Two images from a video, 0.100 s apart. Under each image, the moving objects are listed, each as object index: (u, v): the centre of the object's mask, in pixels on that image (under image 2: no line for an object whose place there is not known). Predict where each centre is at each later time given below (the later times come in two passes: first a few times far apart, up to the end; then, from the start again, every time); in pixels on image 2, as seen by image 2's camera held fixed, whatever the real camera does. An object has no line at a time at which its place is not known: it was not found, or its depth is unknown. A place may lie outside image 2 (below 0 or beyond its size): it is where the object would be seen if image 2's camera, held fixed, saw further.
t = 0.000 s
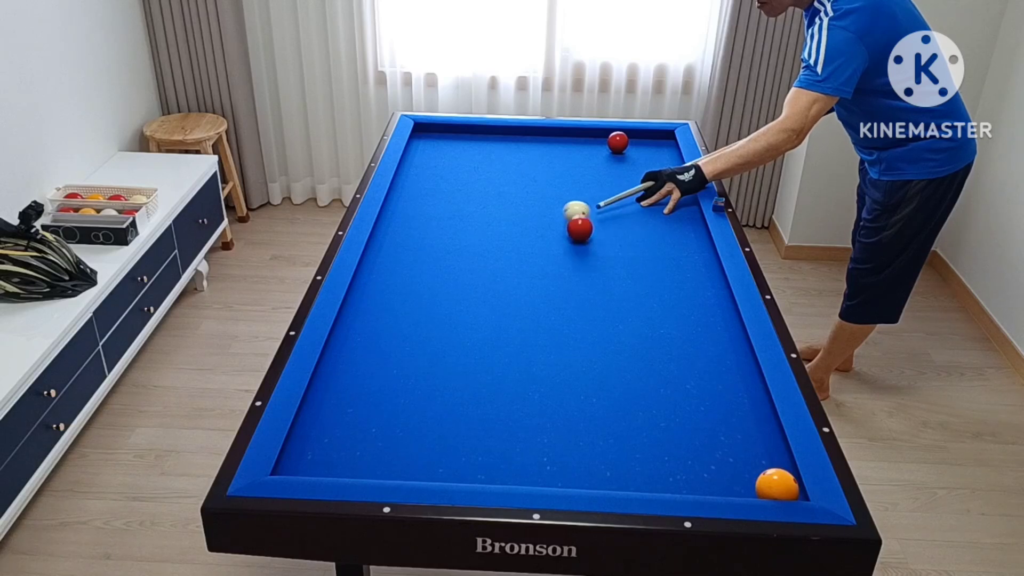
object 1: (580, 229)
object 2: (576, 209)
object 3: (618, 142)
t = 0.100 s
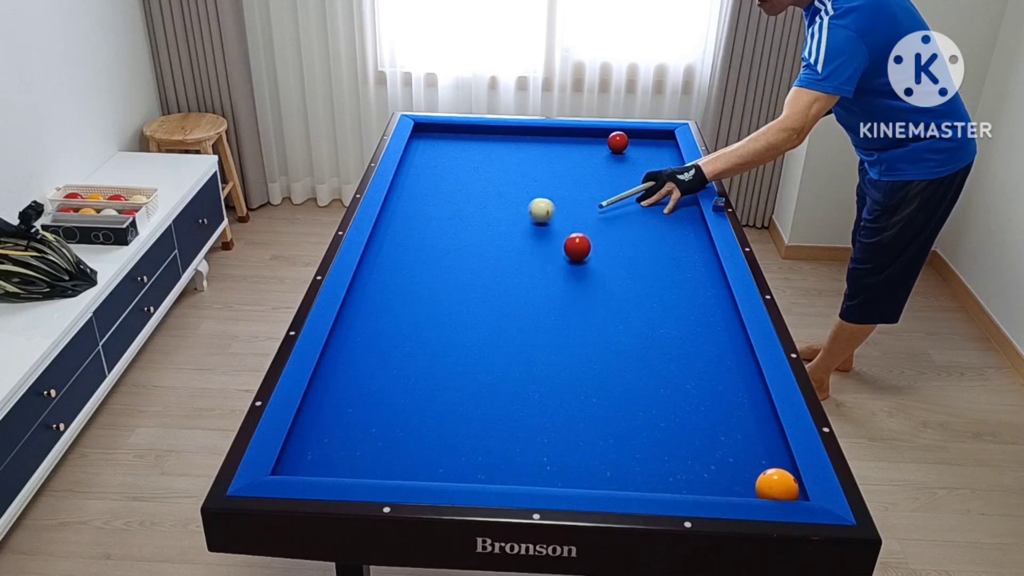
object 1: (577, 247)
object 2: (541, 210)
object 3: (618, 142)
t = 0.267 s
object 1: (574, 276)
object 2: (489, 205)
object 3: (618, 142)
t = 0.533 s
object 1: (568, 330)
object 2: (409, 198)
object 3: (618, 142)
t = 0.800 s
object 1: (562, 398)
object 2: (435, 187)
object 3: (618, 142)
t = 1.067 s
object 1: (557, 472)
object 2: (473, 176)
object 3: (618, 142)
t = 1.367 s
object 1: (556, 420)
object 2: (511, 165)
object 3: (618, 142)
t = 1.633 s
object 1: (557, 381)
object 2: (542, 155)
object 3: (618, 142)
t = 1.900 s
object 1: (559, 349)
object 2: (570, 147)
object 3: (618, 142)
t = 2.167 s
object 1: (561, 320)
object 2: (596, 139)
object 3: (618, 142)
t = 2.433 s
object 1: (564, 295)
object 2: (610, 134)
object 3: (623, 143)
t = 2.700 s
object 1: (567, 274)
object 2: (617, 136)
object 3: (634, 145)
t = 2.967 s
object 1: (571, 254)
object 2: (620, 137)
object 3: (644, 148)
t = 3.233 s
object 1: (576, 237)
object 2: (622, 138)
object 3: (654, 150)
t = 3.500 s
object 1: (581, 222)
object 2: (623, 138)
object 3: (663, 152)
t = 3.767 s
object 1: (587, 208)
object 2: (622, 137)
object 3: (670, 154)
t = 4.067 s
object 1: (593, 194)
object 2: (622, 137)
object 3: (667, 155)
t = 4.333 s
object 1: (599, 184)
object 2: (622, 137)
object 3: (665, 156)
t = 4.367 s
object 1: (600, 182)
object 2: (622, 137)
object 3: (665, 156)
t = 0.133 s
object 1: (576, 253)
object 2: (531, 209)
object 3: (618, 142)
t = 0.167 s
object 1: (576, 258)
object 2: (520, 208)
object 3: (618, 142)
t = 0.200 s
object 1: (575, 264)
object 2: (510, 207)
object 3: (618, 142)
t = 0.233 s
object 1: (574, 270)
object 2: (499, 206)
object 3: (618, 142)
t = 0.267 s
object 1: (574, 276)
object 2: (489, 205)
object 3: (618, 142)
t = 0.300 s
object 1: (573, 282)
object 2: (479, 204)
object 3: (618, 142)
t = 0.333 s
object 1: (572, 289)
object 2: (469, 204)
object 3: (618, 142)
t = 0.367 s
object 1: (572, 295)
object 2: (459, 203)
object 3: (618, 142)
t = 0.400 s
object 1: (571, 302)
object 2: (449, 202)
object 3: (618, 142)
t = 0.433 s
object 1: (570, 309)
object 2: (439, 201)
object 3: (618, 142)
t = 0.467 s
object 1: (570, 316)
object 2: (429, 200)
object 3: (618, 142)
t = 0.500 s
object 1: (569, 323)
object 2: (419, 199)
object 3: (618, 142)
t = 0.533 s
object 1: (568, 330)
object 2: (409, 198)
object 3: (618, 142)
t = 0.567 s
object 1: (567, 338)
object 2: (399, 197)
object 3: (618, 142)
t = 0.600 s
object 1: (567, 346)
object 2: (402, 196)
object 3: (618, 142)
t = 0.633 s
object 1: (566, 354)
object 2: (409, 195)
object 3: (618, 142)
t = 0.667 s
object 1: (565, 362)
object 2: (414, 193)
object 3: (618, 142)
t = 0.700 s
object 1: (565, 371)
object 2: (420, 192)
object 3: (618, 142)
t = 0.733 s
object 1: (564, 379)
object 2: (425, 190)
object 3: (618, 142)
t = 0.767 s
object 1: (563, 388)
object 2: (430, 189)
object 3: (618, 142)
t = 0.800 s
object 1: (562, 398)
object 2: (435, 187)
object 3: (618, 142)
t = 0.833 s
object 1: (562, 407)
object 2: (440, 186)
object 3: (618, 142)
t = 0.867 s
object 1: (561, 417)
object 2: (445, 185)
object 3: (618, 142)
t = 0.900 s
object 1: (560, 427)
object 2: (450, 183)
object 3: (618, 142)
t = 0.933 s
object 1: (559, 438)
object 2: (455, 182)
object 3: (618, 142)
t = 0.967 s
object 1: (558, 449)
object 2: (459, 180)
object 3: (618, 142)
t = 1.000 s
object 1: (558, 460)
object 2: (464, 179)
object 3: (618, 142)
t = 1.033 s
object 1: (557, 470)
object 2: (468, 178)
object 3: (618, 142)
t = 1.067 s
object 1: (557, 472)
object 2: (473, 176)
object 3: (618, 142)
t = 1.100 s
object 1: (556, 467)
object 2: (478, 175)
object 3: (618, 142)
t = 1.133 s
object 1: (556, 461)
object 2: (482, 174)
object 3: (618, 142)
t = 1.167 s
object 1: (556, 455)
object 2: (486, 172)
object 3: (618, 142)
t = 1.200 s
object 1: (556, 448)
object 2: (491, 171)
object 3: (618, 142)
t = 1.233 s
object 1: (556, 442)
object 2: (495, 170)
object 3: (618, 142)
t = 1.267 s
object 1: (556, 437)
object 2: (499, 169)
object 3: (618, 142)
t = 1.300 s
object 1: (556, 431)
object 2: (503, 167)
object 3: (618, 142)
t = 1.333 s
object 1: (556, 426)
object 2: (507, 166)
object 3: (618, 142)
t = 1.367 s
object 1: (556, 420)
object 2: (511, 165)
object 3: (618, 142)
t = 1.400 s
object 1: (556, 415)
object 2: (515, 164)
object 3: (618, 142)
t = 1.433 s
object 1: (556, 410)
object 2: (519, 162)
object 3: (618, 142)
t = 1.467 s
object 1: (556, 405)
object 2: (523, 161)
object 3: (618, 142)
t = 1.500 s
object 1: (556, 400)
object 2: (527, 160)
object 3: (618, 142)
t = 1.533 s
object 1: (556, 395)
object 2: (531, 159)
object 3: (618, 142)
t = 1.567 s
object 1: (557, 390)
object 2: (535, 158)
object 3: (618, 142)
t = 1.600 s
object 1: (557, 386)
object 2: (538, 157)
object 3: (618, 142)
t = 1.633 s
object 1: (557, 381)
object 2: (542, 155)
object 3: (618, 142)
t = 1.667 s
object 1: (557, 377)
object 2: (546, 154)
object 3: (618, 142)
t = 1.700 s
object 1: (557, 373)
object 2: (549, 153)
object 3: (618, 142)
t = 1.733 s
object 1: (557, 369)
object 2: (553, 152)
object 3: (618, 142)
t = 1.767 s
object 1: (558, 364)
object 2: (556, 151)
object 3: (618, 142)
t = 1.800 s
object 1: (558, 360)
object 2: (560, 150)
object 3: (618, 142)
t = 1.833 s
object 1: (558, 356)
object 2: (563, 149)
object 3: (618, 142)
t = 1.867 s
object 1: (558, 352)
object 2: (567, 148)
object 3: (618, 142)
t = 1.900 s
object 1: (559, 349)
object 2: (570, 147)
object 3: (618, 142)
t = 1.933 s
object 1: (559, 345)
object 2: (573, 146)
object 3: (618, 142)
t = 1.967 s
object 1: (559, 341)
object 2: (577, 145)
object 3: (618, 142)
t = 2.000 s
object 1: (559, 338)
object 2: (580, 143)
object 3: (618, 142)
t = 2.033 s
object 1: (560, 334)
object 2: (583, 142)
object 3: (618, 142)
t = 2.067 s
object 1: (560, 330)
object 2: (586, 141)
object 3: (618, 142)
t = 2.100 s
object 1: (560, 327)
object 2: (589, 141)
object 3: (618, 142)
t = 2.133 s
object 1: (561, 324)
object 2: (593, 140)
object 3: (618, 142)
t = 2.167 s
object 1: (561, 320)
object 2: (596, 139)
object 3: (618, 142)
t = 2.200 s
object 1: (561, 317)
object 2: (598, 137)
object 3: (618, 142)
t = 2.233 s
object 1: (562, 314)
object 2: (600, 136)
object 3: (619, 142)
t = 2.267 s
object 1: (562, 311)
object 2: (602, 135)
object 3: (619, 142)
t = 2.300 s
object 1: (562, 308)
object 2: (604, 134)
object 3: (620, 142)
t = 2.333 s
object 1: (563, 304)
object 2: (606, 133)
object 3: (621, 142)
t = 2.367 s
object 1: (563, 301)
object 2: (608, 133)
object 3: (622, 143)
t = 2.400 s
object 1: (563, 298)
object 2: (609, 133)
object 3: (622, 143)
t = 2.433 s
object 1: (564, 295)
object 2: (610, 134)
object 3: (623, 143)
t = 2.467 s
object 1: (564, 292)
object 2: (612, 134)
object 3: (624, 143)
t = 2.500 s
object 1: (565, 290)
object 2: (612, 135)
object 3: (626, 143)
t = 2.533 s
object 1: (565, 287)
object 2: (613, 135)
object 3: (627, 144)
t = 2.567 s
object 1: (565, 284)
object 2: (614, 135)
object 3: (628, 144)
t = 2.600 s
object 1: (566, 282)
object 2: (615, 136)
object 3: (630, 144)
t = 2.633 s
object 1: (566, 279)
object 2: (615, 136)
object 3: (631, 145)
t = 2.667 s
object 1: (567, 276)
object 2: (616, 136)
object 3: (632, 145)
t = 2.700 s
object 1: (567, 274)
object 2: (617, 136)
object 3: (634, 145)
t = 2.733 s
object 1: (567, 271)
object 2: (617, 136)
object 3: (635, 145)
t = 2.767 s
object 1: (568, 269)
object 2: (618, 136)
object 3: (636, 146)
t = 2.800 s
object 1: (568, 266)
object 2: (618, 137)
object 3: (638, 146)
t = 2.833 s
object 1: (569, 264)
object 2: (619, 137)
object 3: (639, 147)
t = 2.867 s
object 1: (569, 261)
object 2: (619, 137)
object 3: (640, 147)
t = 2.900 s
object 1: (570, 259)
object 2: (620, 137)
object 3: (642, 147)
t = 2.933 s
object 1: (570, 257)
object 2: (620, 137)
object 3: (643, 148)
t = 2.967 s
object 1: (571, 254)
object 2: (620, 137)
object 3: (644, 148)
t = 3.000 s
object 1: (572, 252)
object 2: (621, 137)
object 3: (645, 148)
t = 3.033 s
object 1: (572, 250)
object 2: (621, 137)
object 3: (647, 148)
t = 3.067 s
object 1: (573, 248)
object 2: (621, 137)
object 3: (648, 149)
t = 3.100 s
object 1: (574, 245)
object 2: (621, 137)
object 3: (649, 149)
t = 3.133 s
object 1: (574, 243)
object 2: (622, 137)
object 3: (650, 149)
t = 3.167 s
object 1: (575, 241)
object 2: (622, 138)
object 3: (652, 150)
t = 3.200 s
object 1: (575, 239)
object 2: (622, 138)
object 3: (653, 150)
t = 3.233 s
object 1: (576, 237)
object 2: (622, 138)
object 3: (654, 150)
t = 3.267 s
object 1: (577, 235)
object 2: (622, 138)
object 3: (655, 150)
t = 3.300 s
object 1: (577, 233)
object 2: (623, 138)
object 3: (656, 151)
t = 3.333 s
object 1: (578, 231)
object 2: (623, 138)
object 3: (658, 151)
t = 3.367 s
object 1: (578, 229)
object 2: (623, 138)
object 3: (659, 151)
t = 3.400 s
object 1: (579, 227)
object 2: (623, 138)
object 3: (660, 152)
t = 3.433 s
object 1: (580, 225)
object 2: (623, 137)
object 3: (661, 152)
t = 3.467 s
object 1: (580, 223)
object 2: (623, 138)
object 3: (662, 152)
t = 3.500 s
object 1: (581, 222)
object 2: (623, 138)
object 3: (663, 152)
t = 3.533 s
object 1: (582, 220)
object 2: (623, 137)
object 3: (665, 153)
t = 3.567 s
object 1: (582, 218)
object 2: (623, 137)
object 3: (666, 153)
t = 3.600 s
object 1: (583, 216)
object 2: (622, 137)
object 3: (667, 153)
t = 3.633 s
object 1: (584, 215)
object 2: (622, 137)
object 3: (668, 154)
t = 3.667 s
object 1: (584, 213)
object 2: (622, 137)
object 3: (669, 154)
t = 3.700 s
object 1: (585, 211)
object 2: (622, 137)
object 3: (670, 154)
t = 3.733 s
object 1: (586, 210)
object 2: (622, 137)
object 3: (670, 154)
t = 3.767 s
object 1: (587, 208)
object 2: (622, 137)
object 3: (670, 154)
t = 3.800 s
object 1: (587, 206)
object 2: (622, 137)
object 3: (670, 154)
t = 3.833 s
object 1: (588, 205)
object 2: (622, 137)
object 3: (669, 155)
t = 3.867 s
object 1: (589, 203)
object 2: (622, 137)
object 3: (669, 155)
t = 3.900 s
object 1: (589, 202)
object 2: (622, 137)
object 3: (668, 155)
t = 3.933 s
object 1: (590, 200)
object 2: (622, 137)
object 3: (668, 155)
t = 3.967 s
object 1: (591, 199)
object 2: (622, 137)
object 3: (668, 155)
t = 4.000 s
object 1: (592, 197)
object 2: (622, 137)
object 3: (667, 155)
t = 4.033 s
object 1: (592, 196)
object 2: (622, 137)
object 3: (667, 155)
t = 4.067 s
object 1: (593, 194)
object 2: (622, 137)
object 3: (667, 155)
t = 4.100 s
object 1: (594, 193)
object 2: (622, 137)
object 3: (666, 155)
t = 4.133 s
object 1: (595, 192)
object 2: (622, 137)
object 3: (666, 155)
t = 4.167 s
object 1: (595, 190)
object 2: (622, 137)
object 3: (666, 155)
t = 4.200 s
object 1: (596, 189)
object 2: (622, 137)
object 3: (666, 156)
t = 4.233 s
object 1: (597, 187)
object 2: (622, 137)
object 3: (665, 156)
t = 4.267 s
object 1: (598, 186)
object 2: (622, 137)
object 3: (665, 156)
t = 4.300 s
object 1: (598, 185)
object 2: (622, 137)
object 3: (665, 156)
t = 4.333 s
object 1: (599, 184)
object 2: (622, 137)
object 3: (665, 156)
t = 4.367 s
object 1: (600, 182)
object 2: (622, 137)
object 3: (665, 156)
